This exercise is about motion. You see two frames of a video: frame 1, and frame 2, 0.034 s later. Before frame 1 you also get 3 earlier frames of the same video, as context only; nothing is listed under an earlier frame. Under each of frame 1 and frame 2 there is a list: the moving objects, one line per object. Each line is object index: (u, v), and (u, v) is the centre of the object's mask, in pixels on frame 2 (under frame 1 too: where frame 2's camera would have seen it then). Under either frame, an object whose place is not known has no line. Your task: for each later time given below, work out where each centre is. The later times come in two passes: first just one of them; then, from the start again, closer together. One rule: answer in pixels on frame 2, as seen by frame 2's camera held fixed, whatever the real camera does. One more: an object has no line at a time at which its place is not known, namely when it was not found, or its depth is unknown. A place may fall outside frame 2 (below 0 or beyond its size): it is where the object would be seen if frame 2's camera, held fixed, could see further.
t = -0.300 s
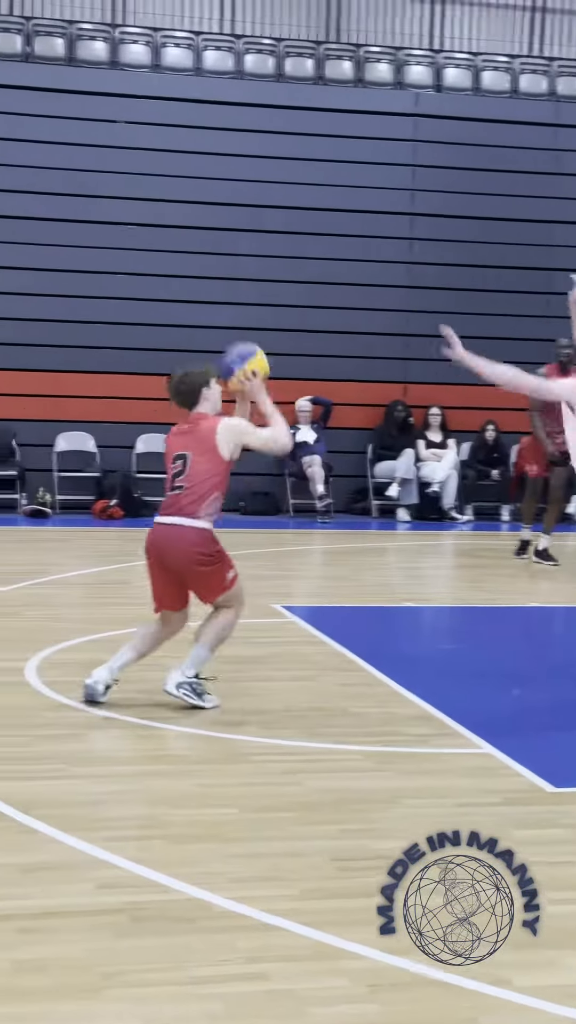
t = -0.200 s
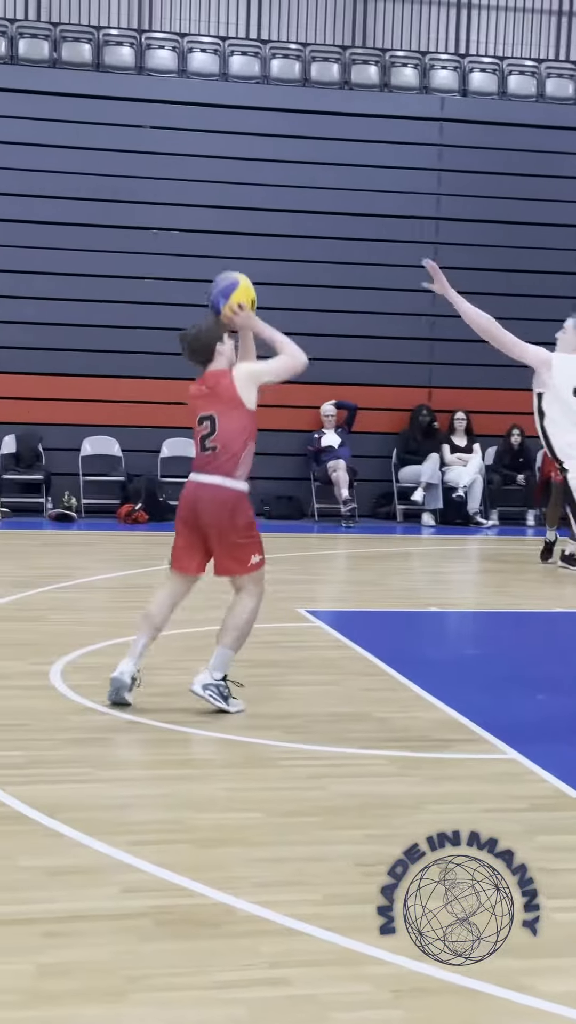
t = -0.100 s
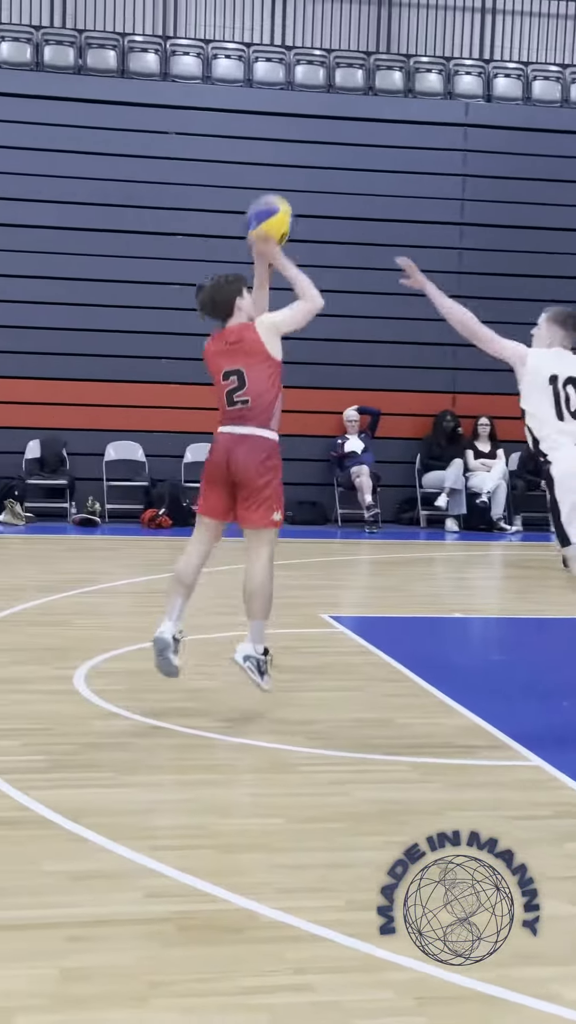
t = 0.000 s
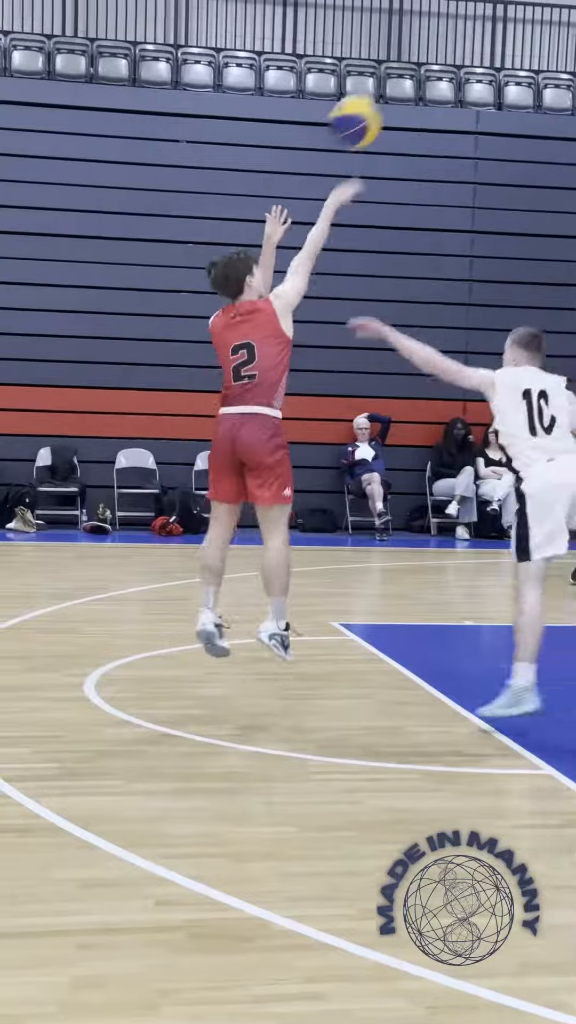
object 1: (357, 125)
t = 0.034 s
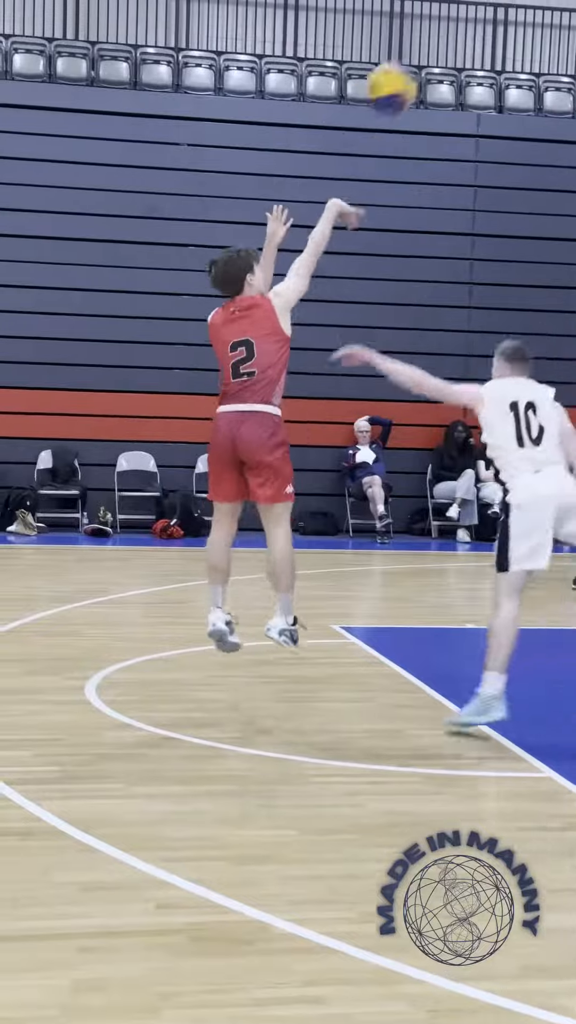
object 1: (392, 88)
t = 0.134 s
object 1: (490, 4)
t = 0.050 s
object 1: (407, 72)
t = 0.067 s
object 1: (424, 56)
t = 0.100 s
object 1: (458, 25)
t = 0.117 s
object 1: (473, 13)
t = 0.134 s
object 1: (490, 4)
